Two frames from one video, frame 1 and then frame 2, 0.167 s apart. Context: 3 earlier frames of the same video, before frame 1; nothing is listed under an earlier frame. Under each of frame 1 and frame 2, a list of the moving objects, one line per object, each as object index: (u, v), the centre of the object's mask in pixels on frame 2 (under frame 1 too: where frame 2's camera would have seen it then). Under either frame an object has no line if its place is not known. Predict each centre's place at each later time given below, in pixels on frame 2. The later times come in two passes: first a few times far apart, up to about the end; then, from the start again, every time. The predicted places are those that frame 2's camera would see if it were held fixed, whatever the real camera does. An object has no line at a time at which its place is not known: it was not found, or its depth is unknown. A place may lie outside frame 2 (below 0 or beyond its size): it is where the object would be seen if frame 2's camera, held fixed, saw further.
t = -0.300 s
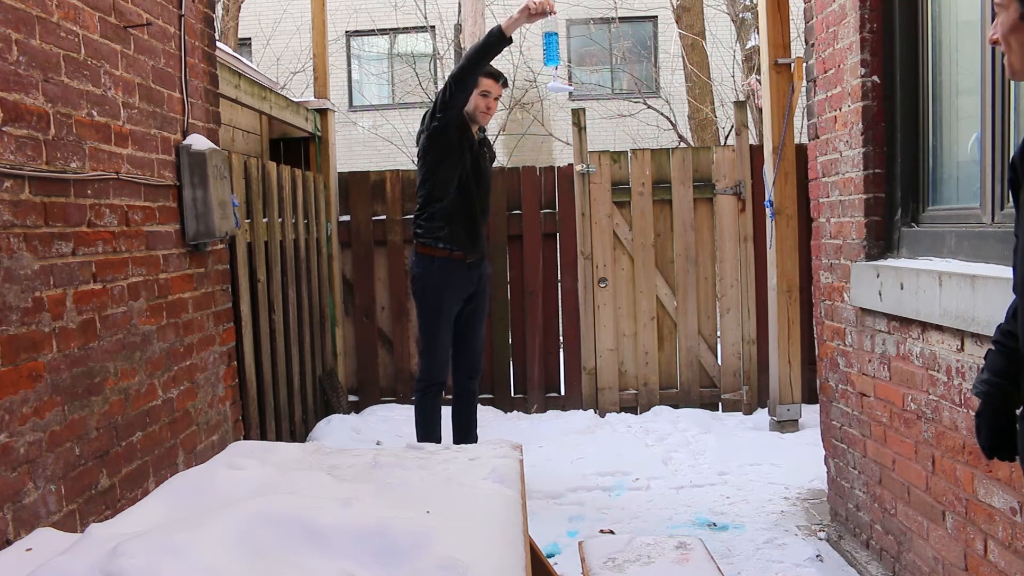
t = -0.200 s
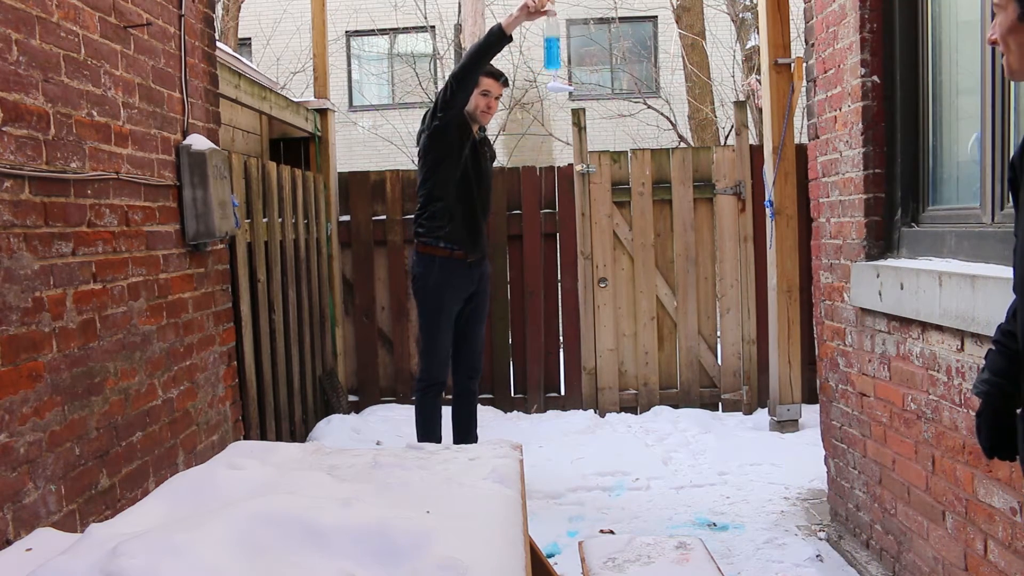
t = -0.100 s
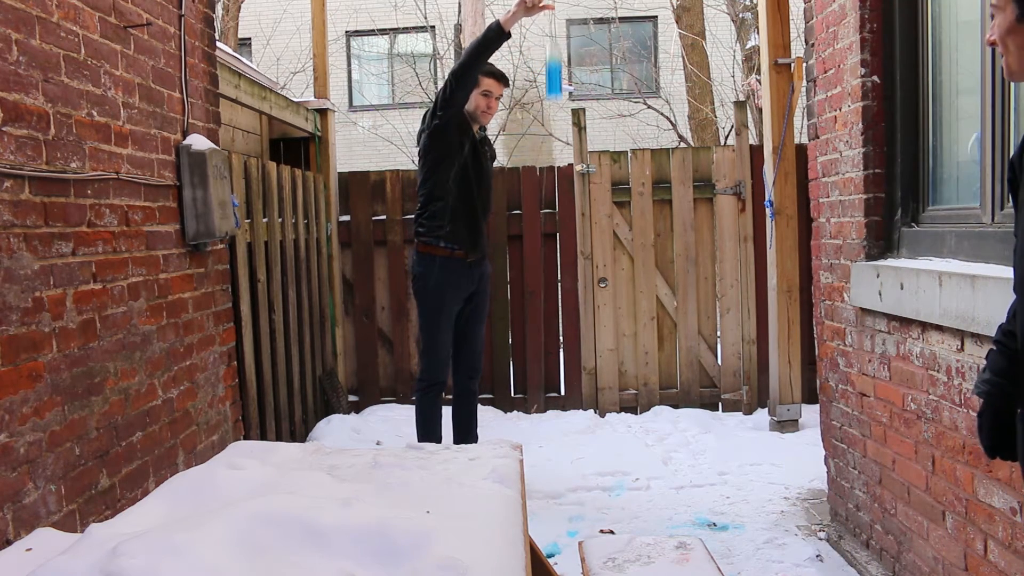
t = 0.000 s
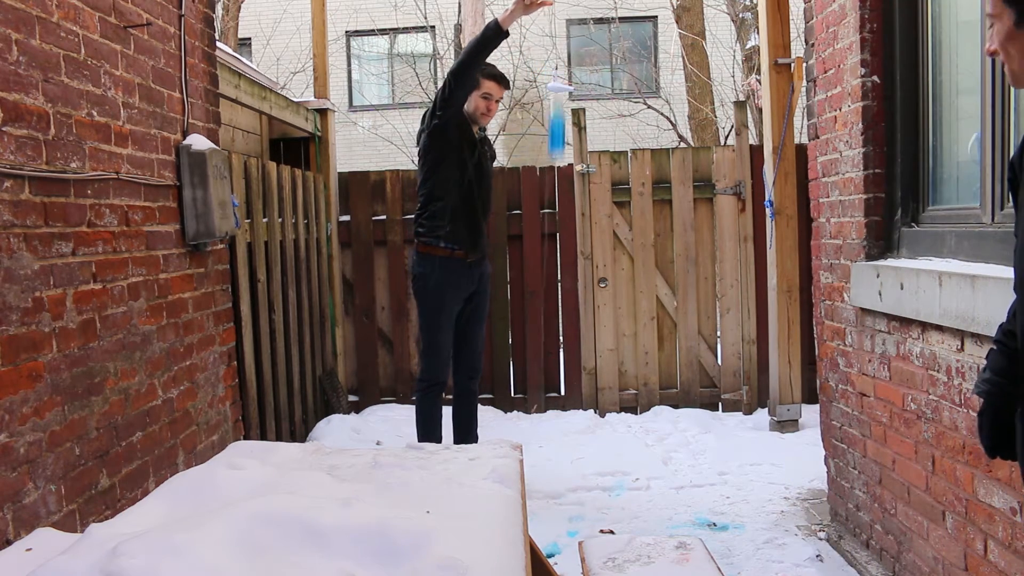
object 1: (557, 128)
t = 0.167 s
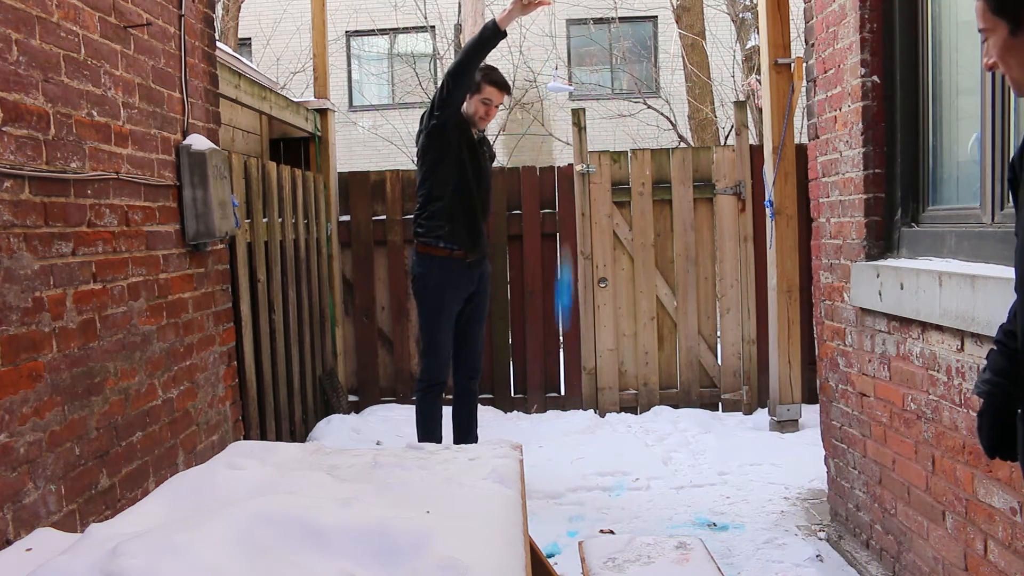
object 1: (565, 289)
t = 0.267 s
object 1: (570, 418)
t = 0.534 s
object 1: (575, 548)
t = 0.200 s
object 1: (566, 330)
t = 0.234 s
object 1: (568, 374)
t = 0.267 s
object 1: (570, 418)
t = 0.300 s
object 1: (571, 473)
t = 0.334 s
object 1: (572, 522)
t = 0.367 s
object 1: (572, 543)
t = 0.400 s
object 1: (574, 543)
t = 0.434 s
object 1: (574, 543)
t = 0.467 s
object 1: (576, 546)
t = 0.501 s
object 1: (576, 547)
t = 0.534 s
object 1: (575, 548)
